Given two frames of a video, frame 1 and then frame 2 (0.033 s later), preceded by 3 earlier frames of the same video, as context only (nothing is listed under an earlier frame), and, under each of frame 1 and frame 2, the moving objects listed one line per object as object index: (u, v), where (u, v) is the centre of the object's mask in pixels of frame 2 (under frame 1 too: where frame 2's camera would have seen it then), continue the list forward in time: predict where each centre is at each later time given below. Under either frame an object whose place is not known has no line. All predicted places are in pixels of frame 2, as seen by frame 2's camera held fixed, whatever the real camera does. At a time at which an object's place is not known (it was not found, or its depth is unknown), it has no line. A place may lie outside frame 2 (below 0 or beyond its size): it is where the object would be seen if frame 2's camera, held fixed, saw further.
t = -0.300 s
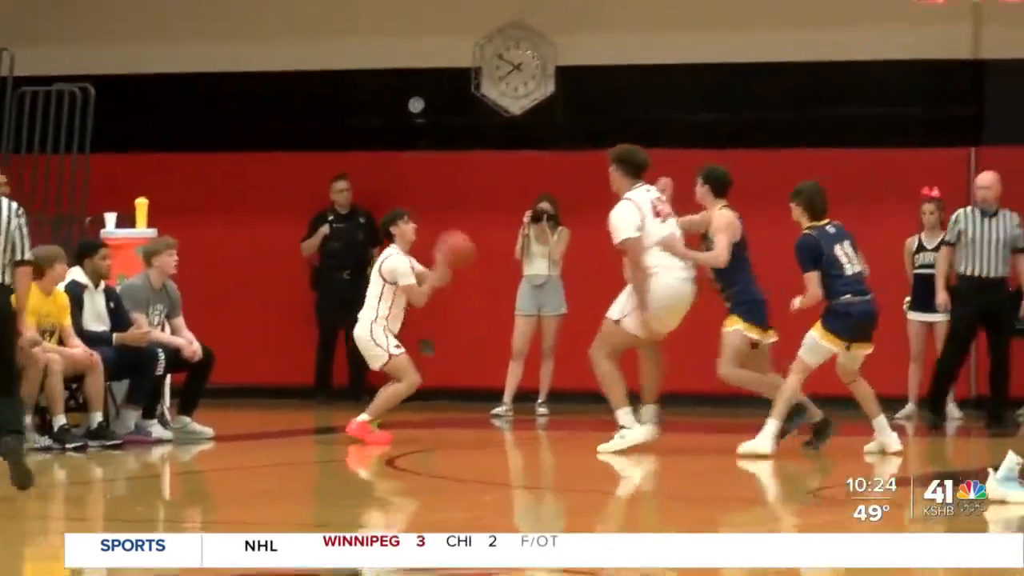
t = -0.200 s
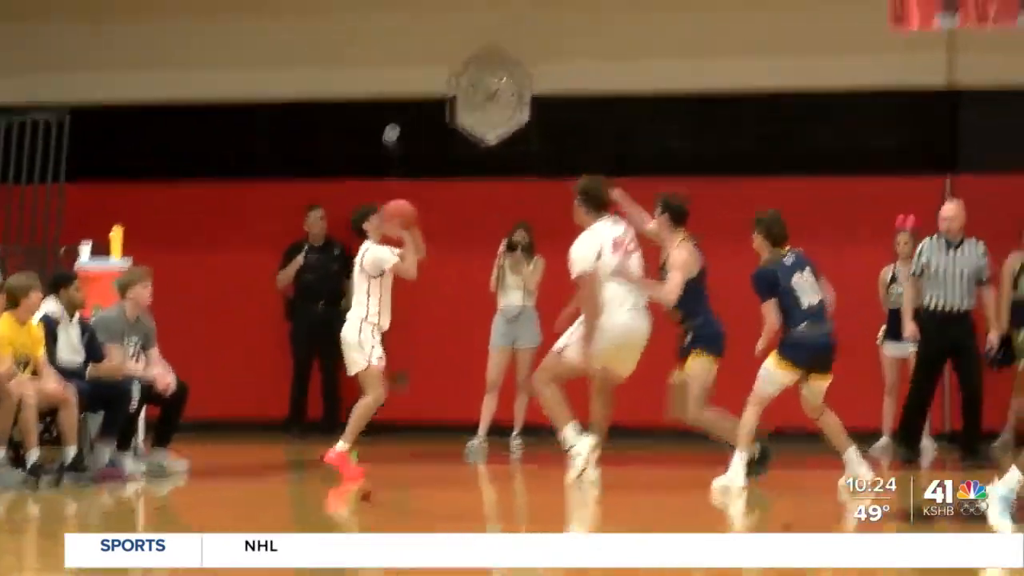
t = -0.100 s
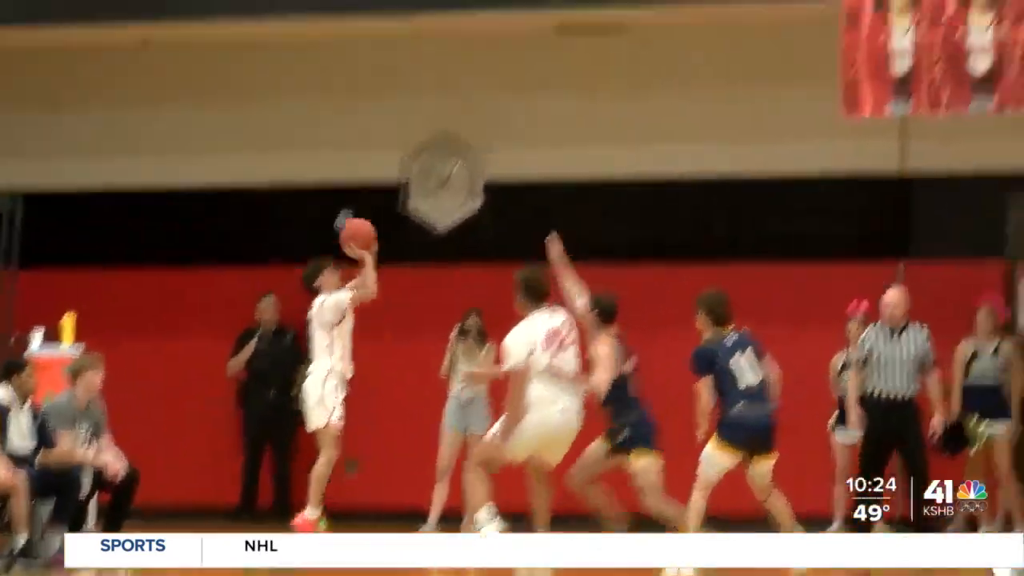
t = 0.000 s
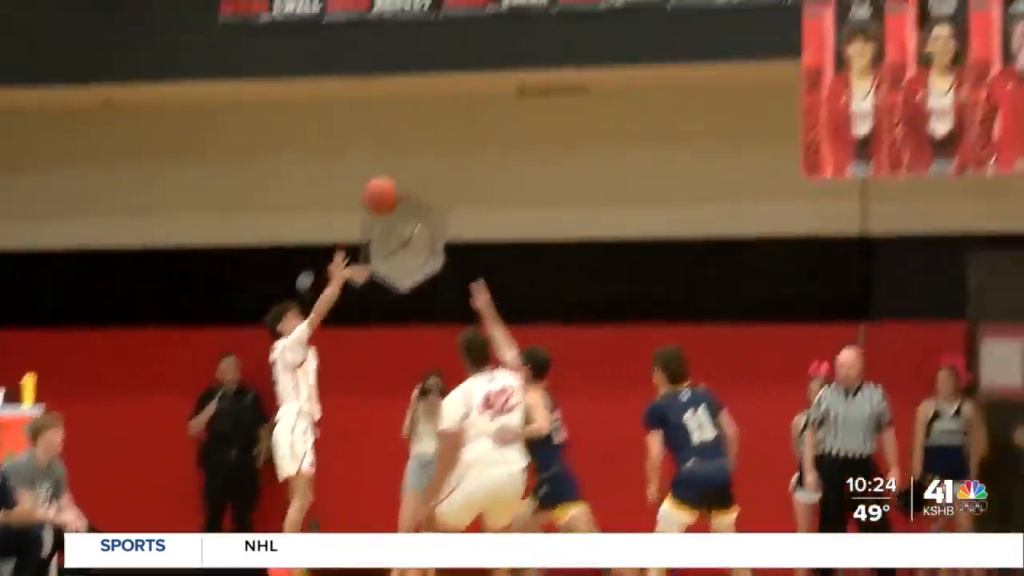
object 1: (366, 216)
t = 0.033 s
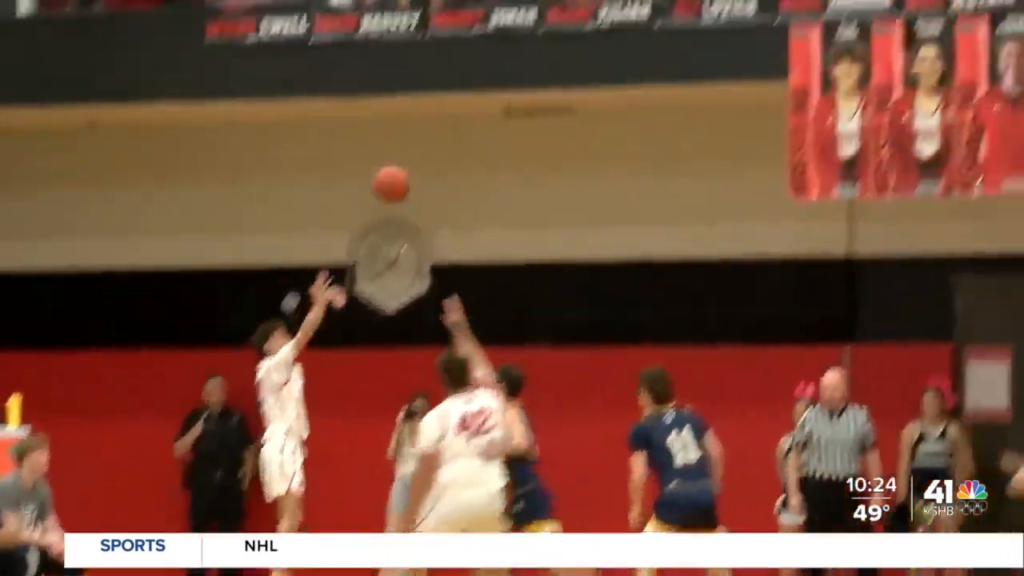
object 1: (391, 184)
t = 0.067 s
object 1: (417, 154)
